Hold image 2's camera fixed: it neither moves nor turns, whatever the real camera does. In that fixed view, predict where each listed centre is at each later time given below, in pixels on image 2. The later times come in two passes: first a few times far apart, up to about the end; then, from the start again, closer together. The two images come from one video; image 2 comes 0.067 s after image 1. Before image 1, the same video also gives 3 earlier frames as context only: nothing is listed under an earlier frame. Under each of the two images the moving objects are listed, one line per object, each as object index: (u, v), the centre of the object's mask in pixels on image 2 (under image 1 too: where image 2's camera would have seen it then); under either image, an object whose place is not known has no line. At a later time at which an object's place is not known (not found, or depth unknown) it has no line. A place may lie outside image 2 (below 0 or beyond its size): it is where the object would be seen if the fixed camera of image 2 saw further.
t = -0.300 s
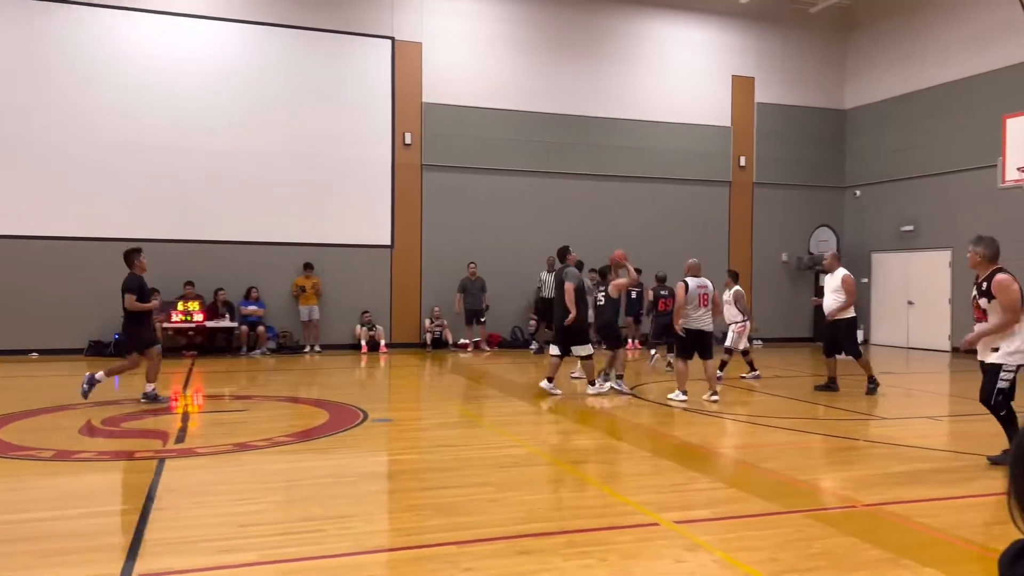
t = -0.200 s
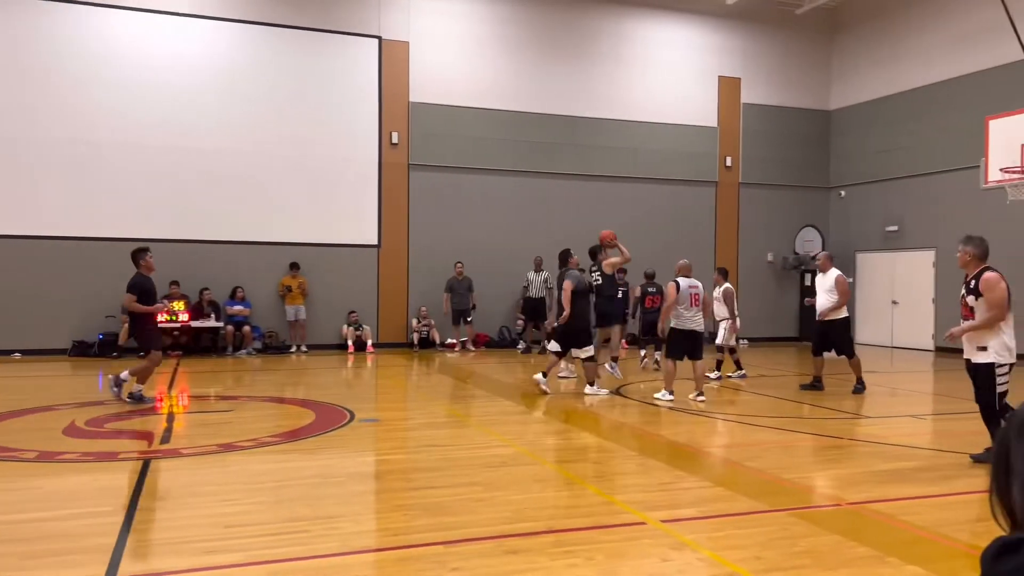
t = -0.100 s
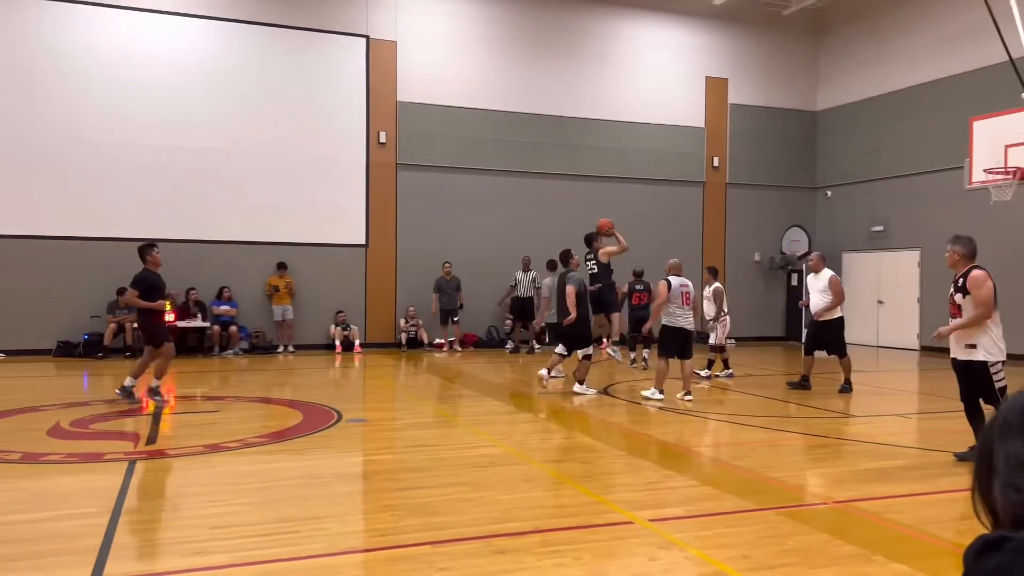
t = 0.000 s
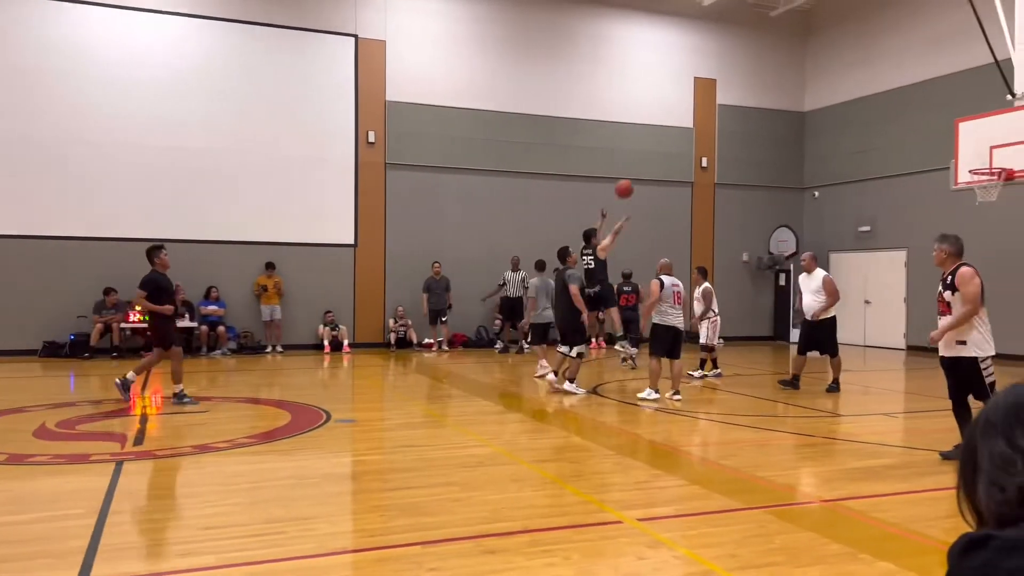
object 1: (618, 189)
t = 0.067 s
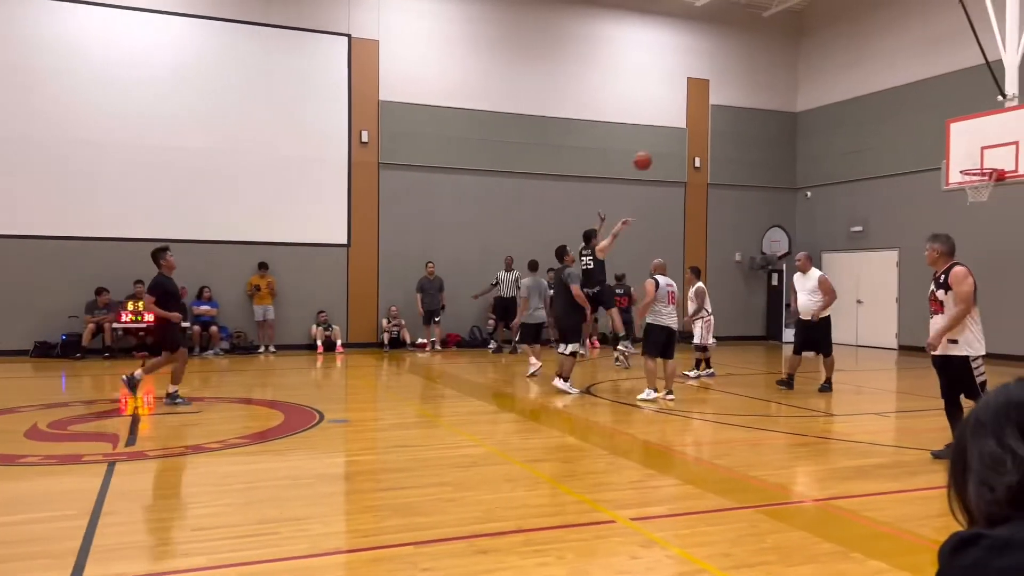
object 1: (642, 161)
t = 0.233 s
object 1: (702, 108)
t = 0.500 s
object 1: (791, 67)
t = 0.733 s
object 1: (866, 74)
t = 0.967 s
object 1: (937, 117)
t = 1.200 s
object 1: (995, 146)
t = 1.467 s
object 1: (1063, 106)
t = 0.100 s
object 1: (654, 149)
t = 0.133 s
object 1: (666, 138)
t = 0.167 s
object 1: (678, 127)
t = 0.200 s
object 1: (689, 117)
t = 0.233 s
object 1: (702, 108)
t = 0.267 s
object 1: (713, 100)
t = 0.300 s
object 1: (724, 93)
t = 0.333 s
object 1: (735, 86)
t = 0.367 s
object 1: (746, 81)
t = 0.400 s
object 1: (757, 76)
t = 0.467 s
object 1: (780, 69)
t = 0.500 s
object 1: (791, 67)
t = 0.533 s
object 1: (802, 65)
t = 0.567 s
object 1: (813, 65)
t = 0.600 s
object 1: (824, 65)
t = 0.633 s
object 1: (834, 66)
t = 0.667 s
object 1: (845, 68)
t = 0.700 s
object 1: (855, 71)
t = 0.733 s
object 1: (866, 74)
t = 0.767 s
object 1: (876, 78)
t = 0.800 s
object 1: (888, 83)
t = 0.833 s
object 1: (897, 89)
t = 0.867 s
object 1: (907, 94)
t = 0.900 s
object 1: (917, 102)
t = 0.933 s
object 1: (927, 109)
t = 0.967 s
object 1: (937, 117)
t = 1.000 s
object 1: (947, 127)
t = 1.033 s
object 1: (957, 137)
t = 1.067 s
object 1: (967, 147)
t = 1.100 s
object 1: (976, 159)
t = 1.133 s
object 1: (984, 159)
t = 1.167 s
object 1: (987, 155)
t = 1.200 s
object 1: (995, 146)
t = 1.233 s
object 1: (1007, 135)
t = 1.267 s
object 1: (1012, 132)
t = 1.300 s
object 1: (1020, 126)
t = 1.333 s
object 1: (1032, 118)
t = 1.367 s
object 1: (1037, 115)
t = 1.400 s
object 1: (1045, 111)
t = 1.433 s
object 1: (1059, 107)
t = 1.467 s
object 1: (1063, 106)
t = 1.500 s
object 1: (1073, 104)
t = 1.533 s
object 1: (1086, 103)
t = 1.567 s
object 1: (1090, 103)
